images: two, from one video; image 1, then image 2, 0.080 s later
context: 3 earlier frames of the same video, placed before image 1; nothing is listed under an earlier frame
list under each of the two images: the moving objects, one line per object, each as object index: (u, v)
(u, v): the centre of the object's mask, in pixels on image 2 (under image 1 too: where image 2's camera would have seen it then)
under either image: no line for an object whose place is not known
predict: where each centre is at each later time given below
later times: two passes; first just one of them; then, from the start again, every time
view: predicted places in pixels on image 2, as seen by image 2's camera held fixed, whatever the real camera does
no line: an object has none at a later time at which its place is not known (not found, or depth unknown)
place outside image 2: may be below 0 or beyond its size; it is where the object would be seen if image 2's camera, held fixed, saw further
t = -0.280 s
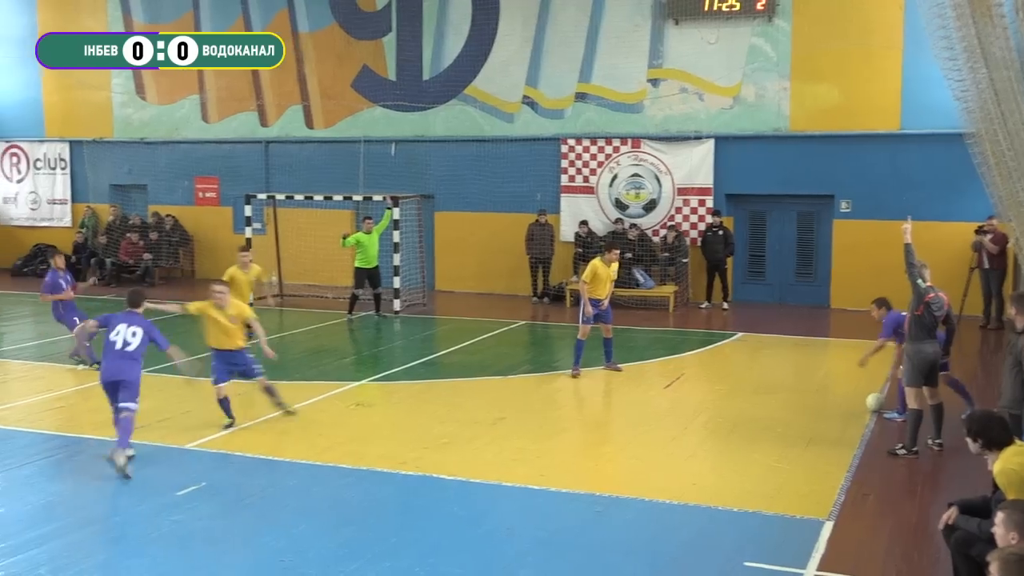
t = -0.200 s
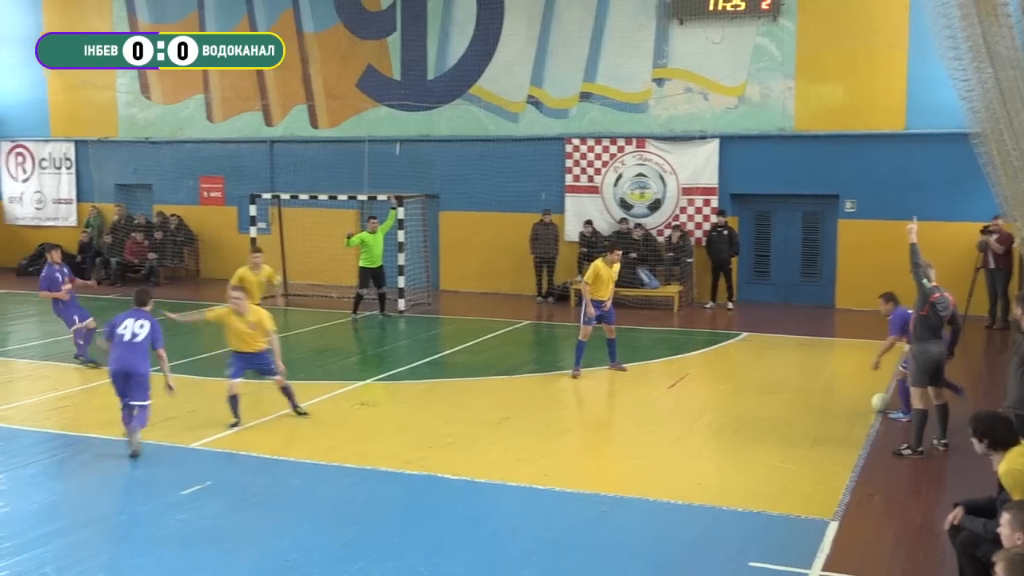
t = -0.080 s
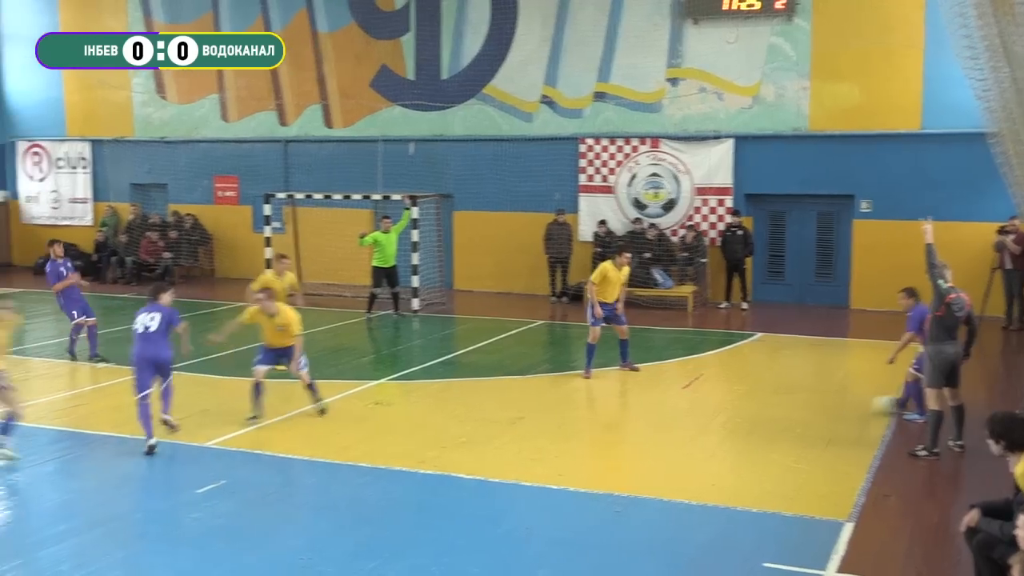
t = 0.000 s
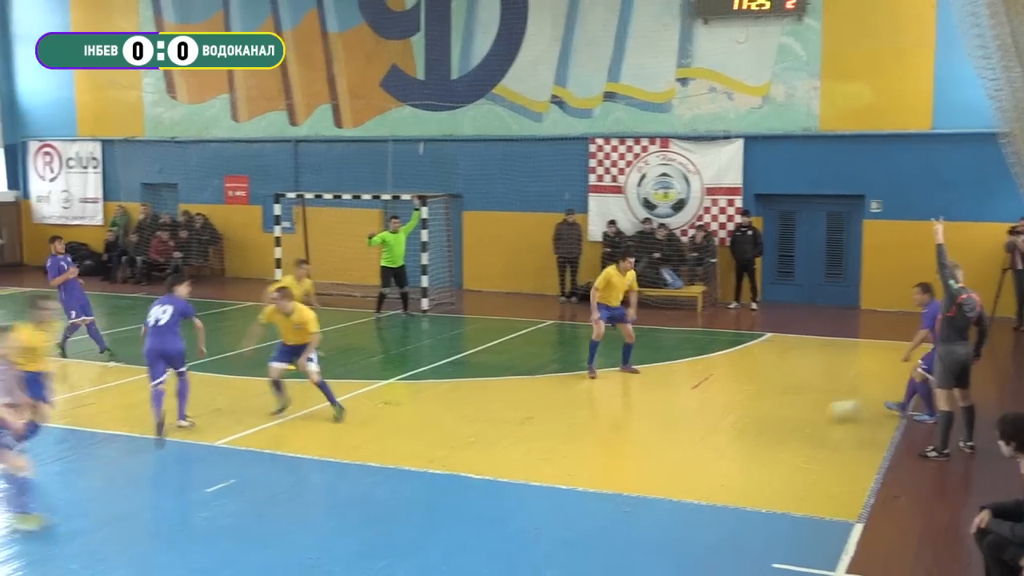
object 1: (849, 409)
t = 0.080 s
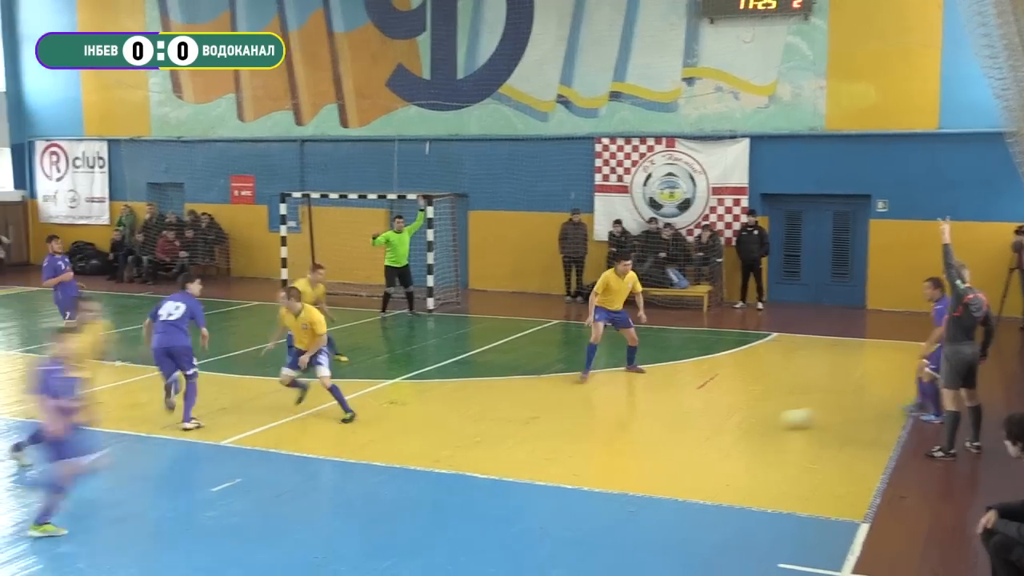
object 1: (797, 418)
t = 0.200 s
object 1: (720, 429)
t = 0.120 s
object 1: (770, 421)
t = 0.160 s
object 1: (746, 424)
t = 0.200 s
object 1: (720, 429)
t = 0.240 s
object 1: (695, 432)
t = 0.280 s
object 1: (669, 436)
